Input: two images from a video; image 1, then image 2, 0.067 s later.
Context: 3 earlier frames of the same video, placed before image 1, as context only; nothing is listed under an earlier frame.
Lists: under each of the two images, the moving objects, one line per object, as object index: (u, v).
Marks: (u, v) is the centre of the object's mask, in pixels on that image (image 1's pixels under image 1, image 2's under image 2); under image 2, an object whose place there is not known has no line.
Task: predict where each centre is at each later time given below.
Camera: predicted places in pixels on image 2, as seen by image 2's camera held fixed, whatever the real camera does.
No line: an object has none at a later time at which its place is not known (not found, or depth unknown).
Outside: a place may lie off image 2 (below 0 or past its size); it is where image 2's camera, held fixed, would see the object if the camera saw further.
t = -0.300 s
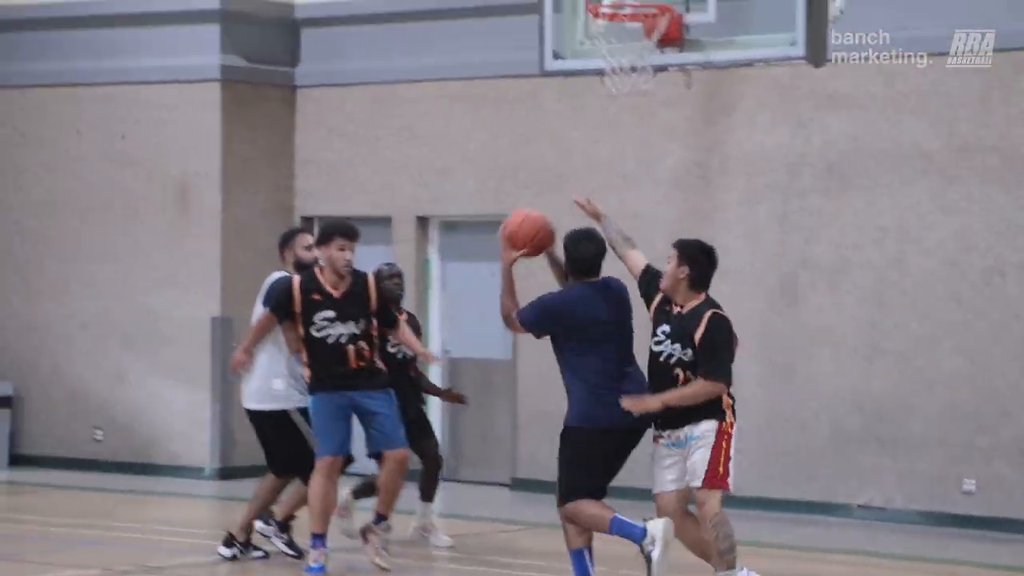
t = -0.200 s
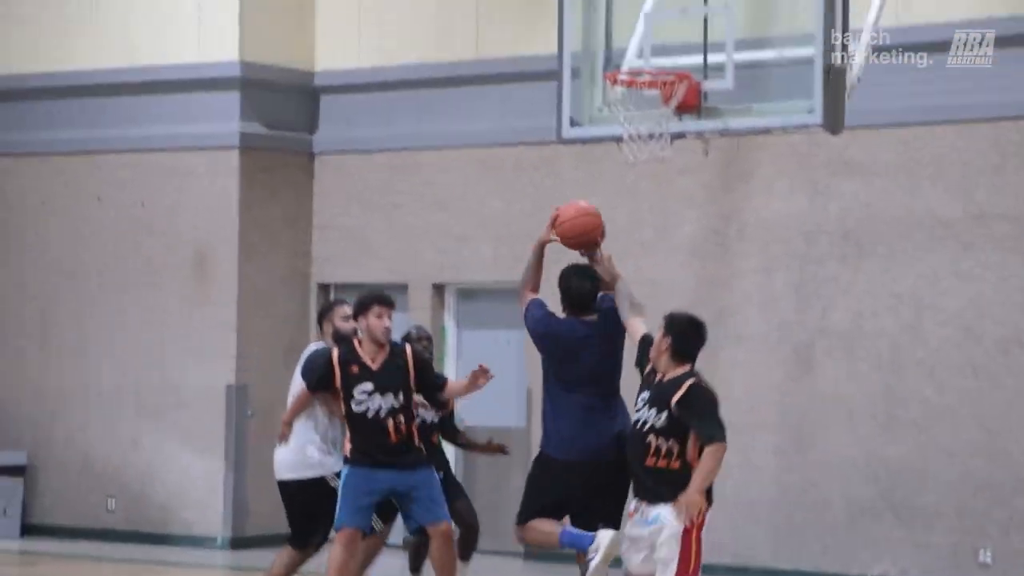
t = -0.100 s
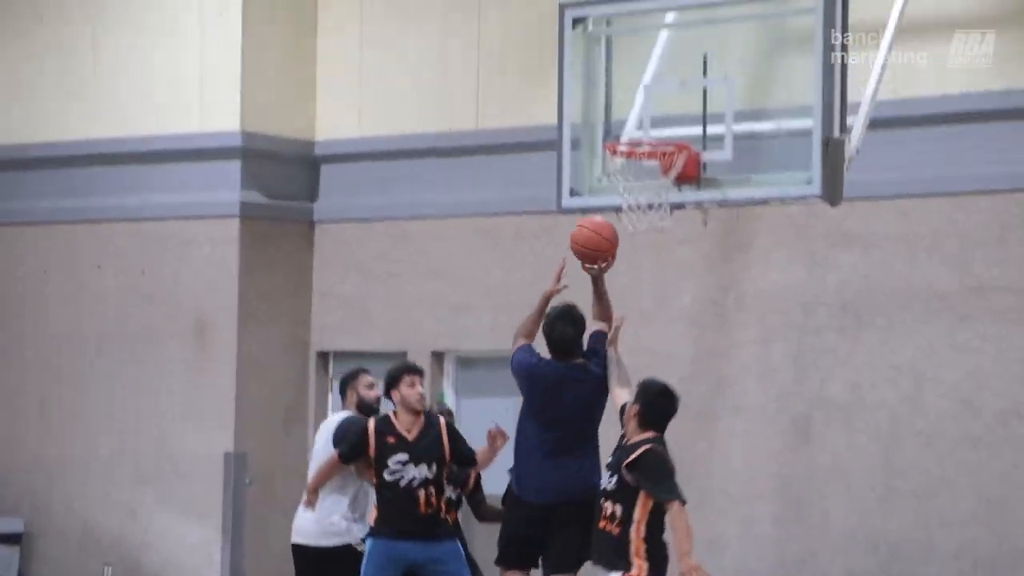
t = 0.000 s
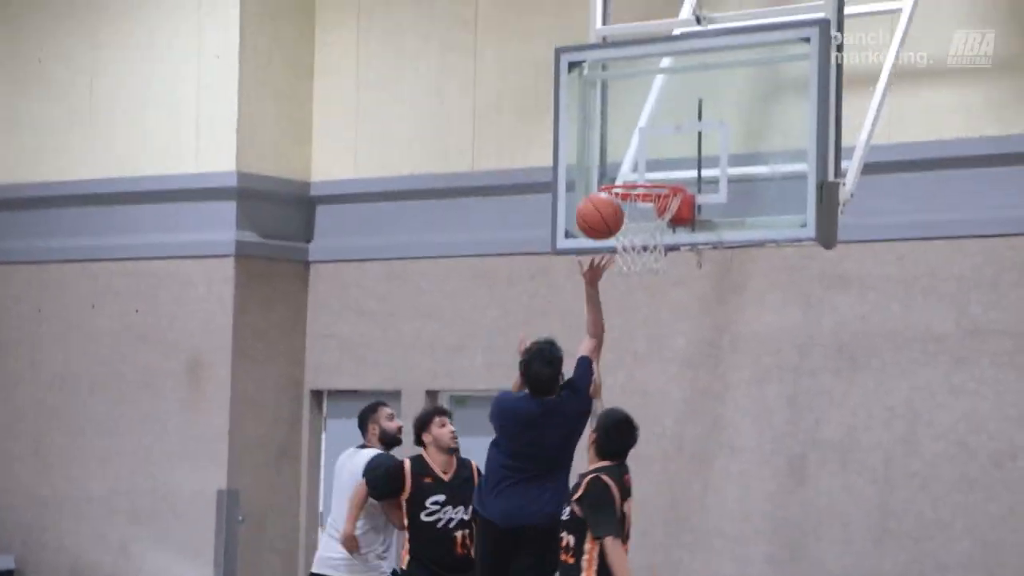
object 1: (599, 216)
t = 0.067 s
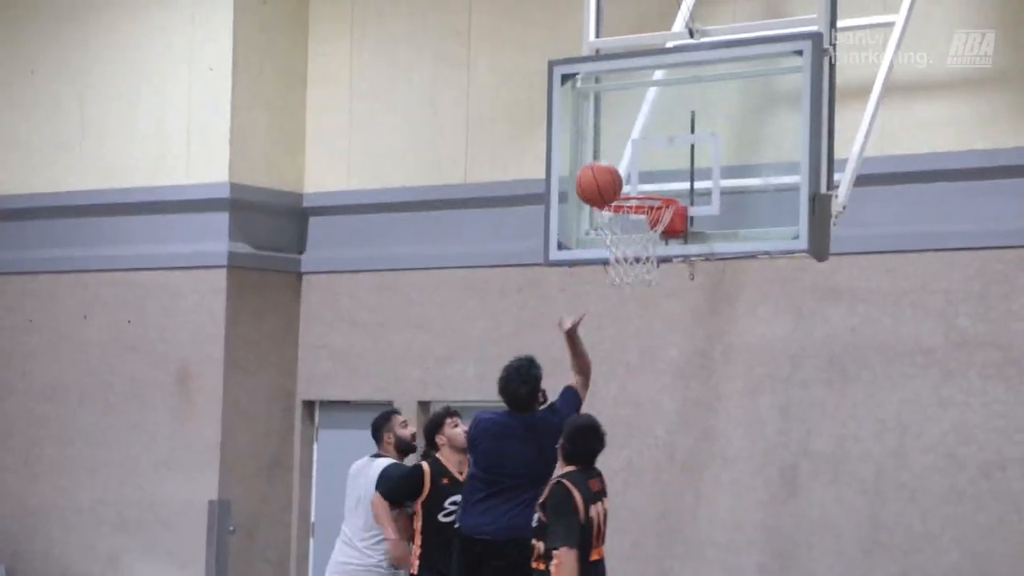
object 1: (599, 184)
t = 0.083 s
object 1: (600, 175)
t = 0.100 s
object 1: (602, 165)
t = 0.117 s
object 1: (603, 157)
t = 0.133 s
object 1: (605, 150)
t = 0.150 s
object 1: (606, 143)
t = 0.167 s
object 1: (608, 137)
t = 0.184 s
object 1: (609, 130)
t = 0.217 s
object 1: (612, 120)
